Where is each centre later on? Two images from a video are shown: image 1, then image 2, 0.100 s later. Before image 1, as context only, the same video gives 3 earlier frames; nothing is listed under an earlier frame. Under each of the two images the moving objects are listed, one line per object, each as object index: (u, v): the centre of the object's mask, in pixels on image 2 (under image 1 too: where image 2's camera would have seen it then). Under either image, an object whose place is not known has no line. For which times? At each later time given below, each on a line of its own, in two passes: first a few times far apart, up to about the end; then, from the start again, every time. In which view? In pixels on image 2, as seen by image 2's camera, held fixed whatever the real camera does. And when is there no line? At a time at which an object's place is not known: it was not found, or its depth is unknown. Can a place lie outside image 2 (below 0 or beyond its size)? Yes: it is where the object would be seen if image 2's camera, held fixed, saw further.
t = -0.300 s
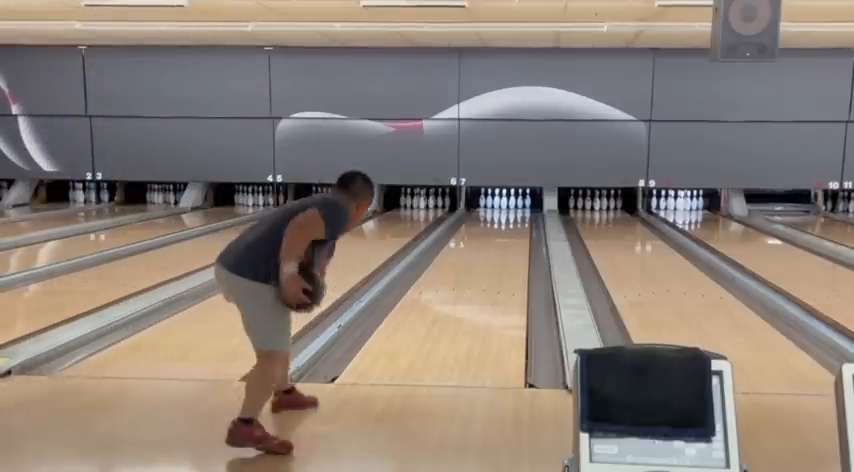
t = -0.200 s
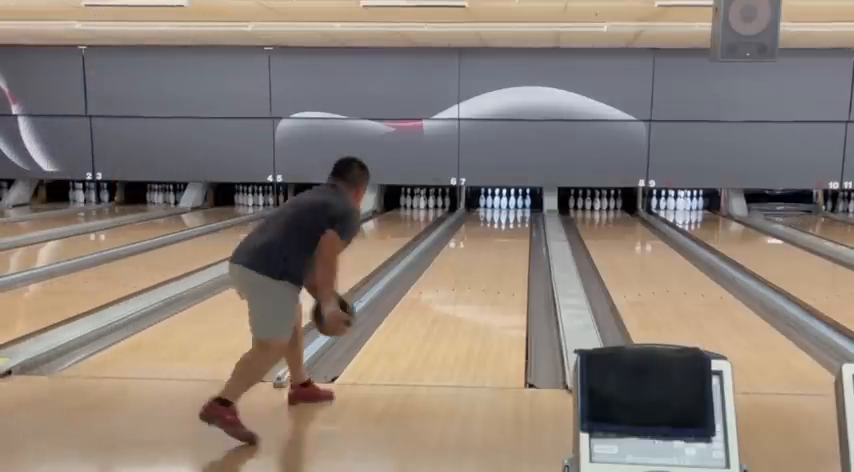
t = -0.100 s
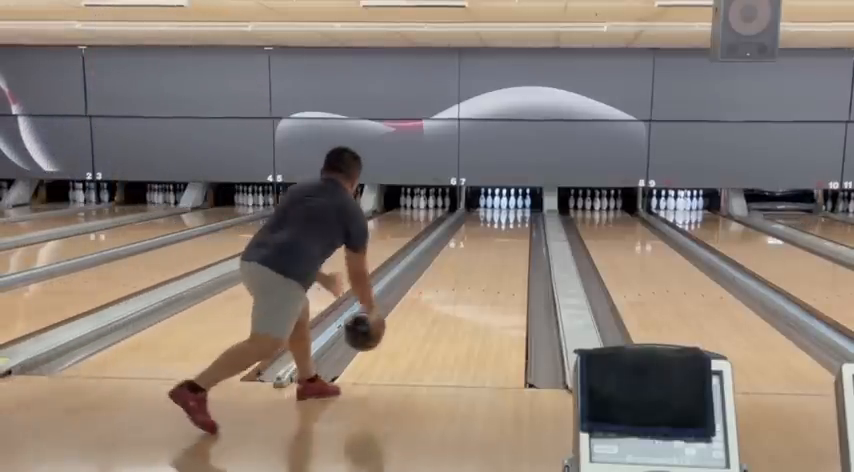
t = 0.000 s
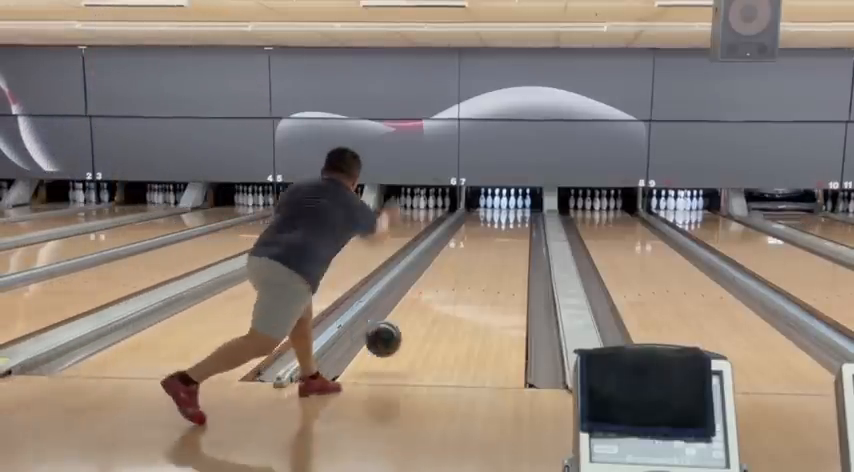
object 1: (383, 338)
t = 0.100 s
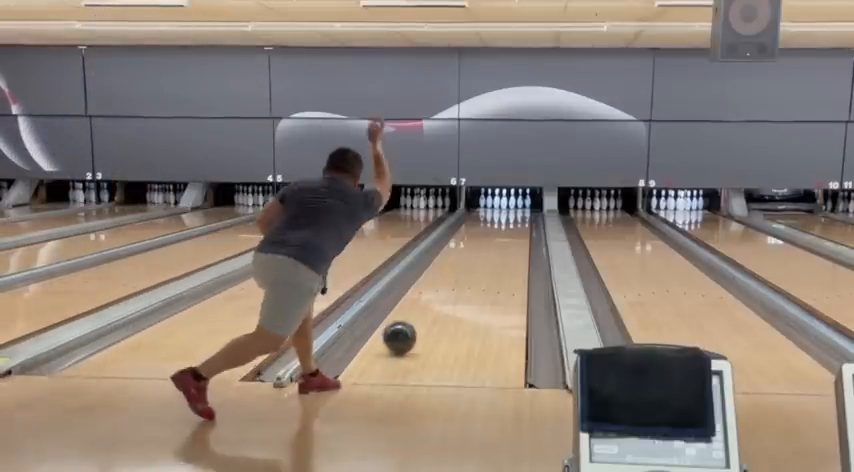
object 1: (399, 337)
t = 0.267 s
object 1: (421, 315)
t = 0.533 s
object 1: (447, 287)
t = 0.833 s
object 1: (467, 266)
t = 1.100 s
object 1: (480, 250)
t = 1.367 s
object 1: (490, 239)
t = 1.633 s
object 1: (498, 229)
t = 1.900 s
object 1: (504, 222)
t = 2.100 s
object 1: (507, 218)
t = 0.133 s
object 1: (404, 333)
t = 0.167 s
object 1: (409, 328)
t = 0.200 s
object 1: (413, 323)
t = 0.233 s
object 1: (418, 319)
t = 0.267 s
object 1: (421, 315)
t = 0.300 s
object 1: (425, 310)
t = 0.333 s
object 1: (429, 307)
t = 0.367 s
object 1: (432, 303)
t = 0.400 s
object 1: (435, 299)
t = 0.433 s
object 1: (439, 296)
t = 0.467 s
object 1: (441, 293)
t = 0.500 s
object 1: (444, 290)
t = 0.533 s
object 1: (447, 287)
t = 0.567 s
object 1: (450, 284)
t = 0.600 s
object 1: (452, 281)
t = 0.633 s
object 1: (455, 279)
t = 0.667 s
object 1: (457, 277)
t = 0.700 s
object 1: (459, 274)
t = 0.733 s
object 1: (461, 272)
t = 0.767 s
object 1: (463, 270)
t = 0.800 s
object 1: (465, 268)
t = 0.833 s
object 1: (467, 266)
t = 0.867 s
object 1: (469, 264)
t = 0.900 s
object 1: (471, 262)
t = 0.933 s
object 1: (472, 260)
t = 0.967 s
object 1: (474, 258)
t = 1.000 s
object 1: (476, 256)
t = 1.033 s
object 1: (477, 255)
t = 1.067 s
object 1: (479, 253)
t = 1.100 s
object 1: (480, 250)
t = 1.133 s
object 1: (482, 249)
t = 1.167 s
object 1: (483, 247)
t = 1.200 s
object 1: (484, 246)
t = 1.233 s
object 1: (485, 245)
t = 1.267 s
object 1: (487, 243)
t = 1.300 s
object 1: (488, 242)
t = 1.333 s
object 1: (489, 241)
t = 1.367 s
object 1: (490, 239)
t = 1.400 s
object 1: (491, 238)
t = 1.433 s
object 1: (492, 237)
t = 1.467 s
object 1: (493, 235)
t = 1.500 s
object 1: (494, 234)
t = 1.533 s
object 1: (495, 233)
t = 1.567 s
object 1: (496, 232)
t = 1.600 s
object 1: (497, 231)
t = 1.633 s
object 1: (498, 229)
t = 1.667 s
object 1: (498, 229)
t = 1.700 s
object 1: (499, 227)
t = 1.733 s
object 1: (500, 227)
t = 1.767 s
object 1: (501, 226)
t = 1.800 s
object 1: (502, 225)
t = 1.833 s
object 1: (503, 225)
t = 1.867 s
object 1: (503, 223)
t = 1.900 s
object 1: (504, 222)
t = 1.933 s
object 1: (504, 221)
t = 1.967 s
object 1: (505, 220)
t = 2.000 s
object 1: (505, 220)
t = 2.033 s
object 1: (506, 219)
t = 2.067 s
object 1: (507, 218)
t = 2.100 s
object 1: (507, 218)
